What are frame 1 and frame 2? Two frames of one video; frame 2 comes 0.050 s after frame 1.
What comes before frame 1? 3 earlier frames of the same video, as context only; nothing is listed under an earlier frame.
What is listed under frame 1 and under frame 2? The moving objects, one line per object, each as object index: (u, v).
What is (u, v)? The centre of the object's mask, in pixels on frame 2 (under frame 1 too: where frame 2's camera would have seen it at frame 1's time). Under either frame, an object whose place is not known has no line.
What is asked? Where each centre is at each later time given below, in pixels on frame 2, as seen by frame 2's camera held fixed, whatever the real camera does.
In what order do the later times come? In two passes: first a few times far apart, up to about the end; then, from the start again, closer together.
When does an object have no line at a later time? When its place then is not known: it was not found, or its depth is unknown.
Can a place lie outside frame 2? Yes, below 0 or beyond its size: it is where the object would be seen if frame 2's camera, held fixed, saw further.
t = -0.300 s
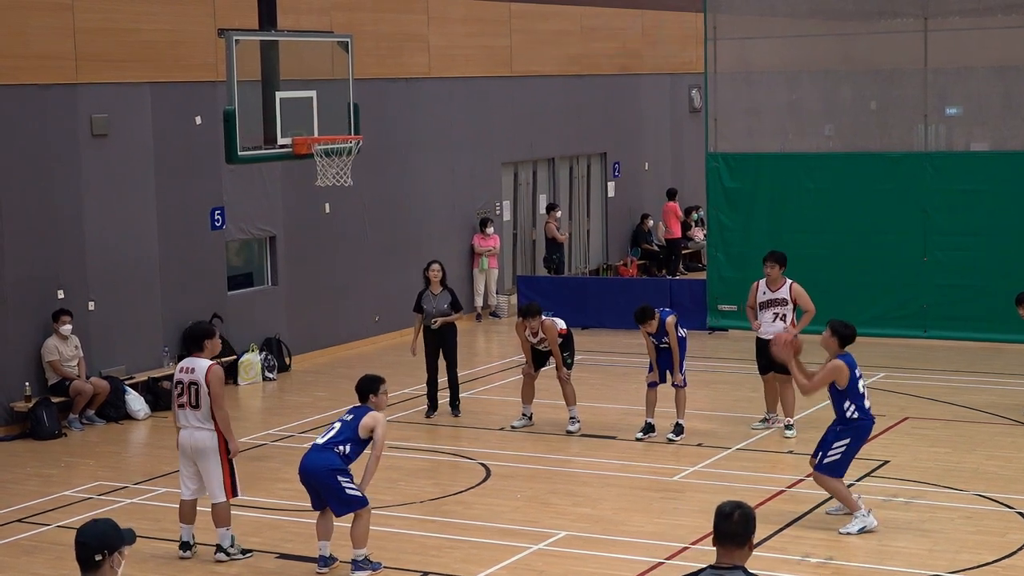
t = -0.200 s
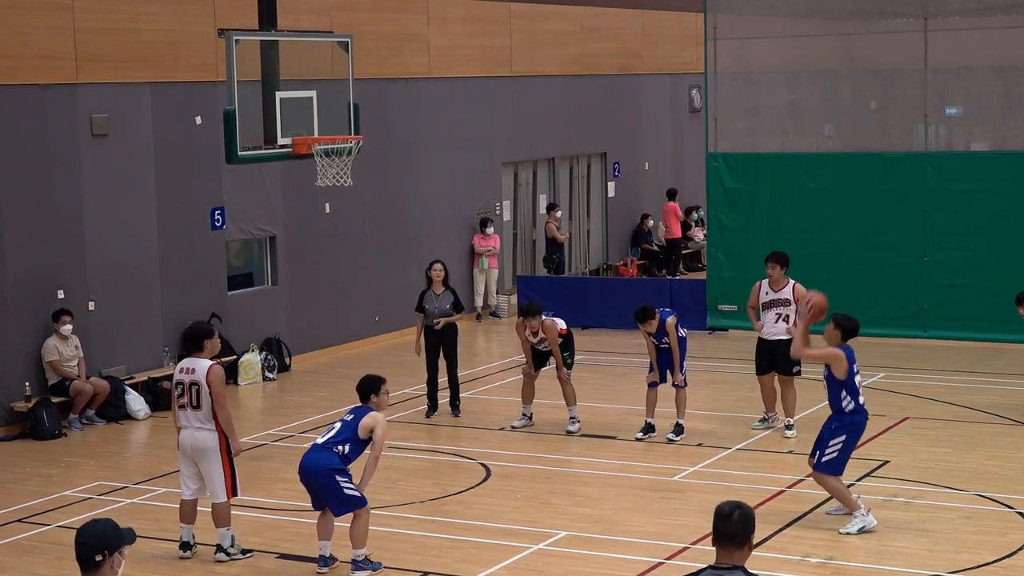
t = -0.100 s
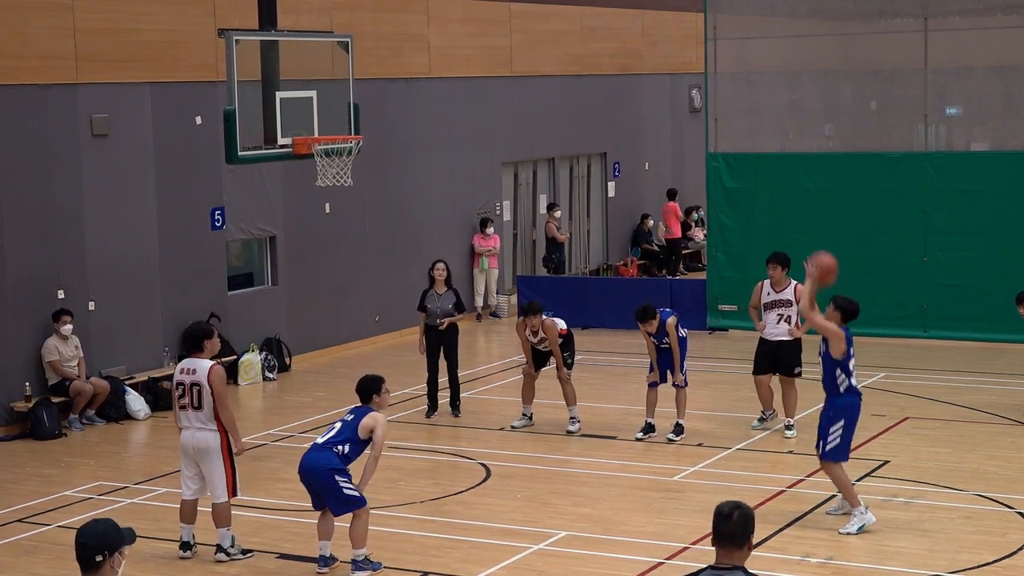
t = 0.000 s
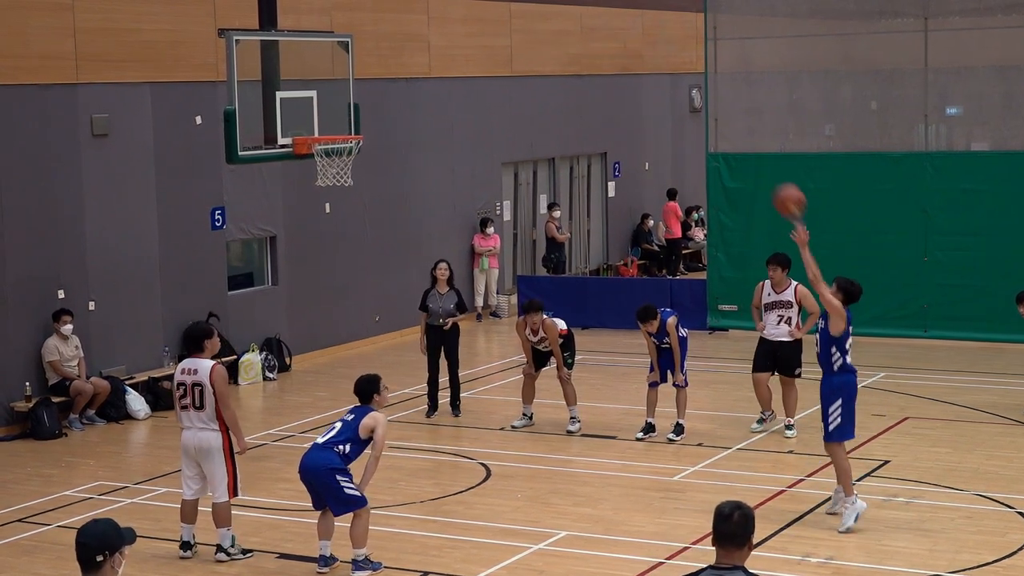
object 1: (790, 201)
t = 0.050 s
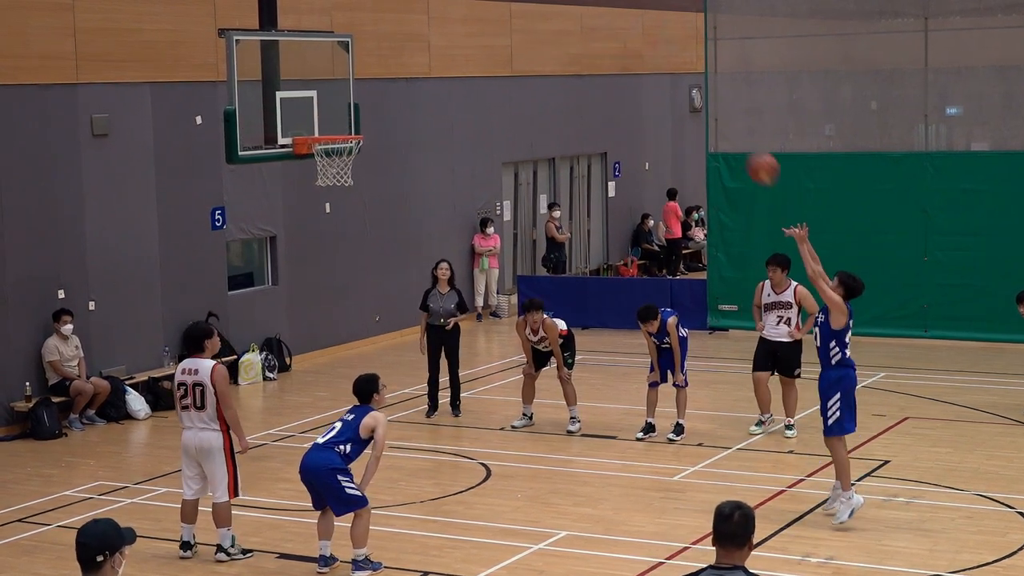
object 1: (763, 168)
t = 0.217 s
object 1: (675, 83)
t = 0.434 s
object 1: (570, 27)
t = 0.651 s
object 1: (473, 26)
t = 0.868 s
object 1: (383, 81)
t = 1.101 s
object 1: (325, 153)
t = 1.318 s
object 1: (353, 176)
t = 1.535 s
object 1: (374, 225)
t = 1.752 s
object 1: (397, 326)
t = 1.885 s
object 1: (412, 412)
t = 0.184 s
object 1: (692, 96)
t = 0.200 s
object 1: (682, 88)
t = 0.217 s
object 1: (675, 83)
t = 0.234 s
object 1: (667, 76)
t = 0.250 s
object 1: (658, 70)
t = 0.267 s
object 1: (649, 64)
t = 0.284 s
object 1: (641, 59)
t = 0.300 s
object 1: (633, 54)
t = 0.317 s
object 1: (625, 49)
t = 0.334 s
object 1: (617, 45)
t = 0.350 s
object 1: (608, 41)
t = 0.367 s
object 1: (601, 37)
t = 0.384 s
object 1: (593, 34)
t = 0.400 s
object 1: (585, 31)
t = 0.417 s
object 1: (577, 28)
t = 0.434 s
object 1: (570, 27)
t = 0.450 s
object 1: (562, 25)
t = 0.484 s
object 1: (546, 22)
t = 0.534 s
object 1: (524, 19)
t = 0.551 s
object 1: (517, 20)
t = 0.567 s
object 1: (510, 20)
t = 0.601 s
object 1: (494, 22)
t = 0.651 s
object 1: (473, 26)
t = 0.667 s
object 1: (466, 28)
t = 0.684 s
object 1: (459, 31)
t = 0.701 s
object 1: (452, 34)
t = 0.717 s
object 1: (445, 38)
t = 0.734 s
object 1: (438, 41)
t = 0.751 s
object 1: (431, 45)
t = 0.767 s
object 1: (424, 48)
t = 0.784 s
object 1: (418, 52)
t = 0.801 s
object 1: (410, 59)
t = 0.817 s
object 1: (403, 63)
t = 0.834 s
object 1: (397, 69)
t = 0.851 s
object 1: (391, 75)
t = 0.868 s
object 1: (383, 81)
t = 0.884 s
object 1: (378, 87)
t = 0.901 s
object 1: (372, 92)
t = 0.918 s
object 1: (365, 98)
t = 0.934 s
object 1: (359, 105)
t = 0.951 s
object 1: (353, 113)
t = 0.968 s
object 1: (346, 120)
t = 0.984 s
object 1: (340, 126)
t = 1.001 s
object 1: (335, 129)
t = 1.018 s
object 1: (333, 131)
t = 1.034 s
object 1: (330, 132)
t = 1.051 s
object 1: (328, 142)
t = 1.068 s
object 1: (327, 149)
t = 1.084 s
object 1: (323, 154)
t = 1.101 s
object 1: (325, 153)
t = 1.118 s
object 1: (326, 155)
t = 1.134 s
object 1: (327, 154)
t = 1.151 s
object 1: (328, 156)
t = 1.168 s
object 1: (329, 155)
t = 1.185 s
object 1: (332, 158)
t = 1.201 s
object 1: (335, 155)
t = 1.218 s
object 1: (339, 163)
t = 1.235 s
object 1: (339, 164)
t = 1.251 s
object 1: (343, 164)
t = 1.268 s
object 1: (342, 165)
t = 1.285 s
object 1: (350, 175)
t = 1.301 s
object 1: (351, 176)
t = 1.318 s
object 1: (353, 176)
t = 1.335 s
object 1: (354, 178)
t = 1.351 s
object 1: (355, 179)
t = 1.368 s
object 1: (357, 181)
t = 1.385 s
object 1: (358, 184)
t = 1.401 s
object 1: (360, 186)
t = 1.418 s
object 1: (362, 190)
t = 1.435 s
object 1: (364, 194)
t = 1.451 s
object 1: (365, 198)
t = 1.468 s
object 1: (367, 203)
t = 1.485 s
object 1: (369, 207)
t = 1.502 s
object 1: (370, 213)
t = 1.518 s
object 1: (372, 219)
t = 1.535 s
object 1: (374, 225)
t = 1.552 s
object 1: (376, 231)
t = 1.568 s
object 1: (378, 238)
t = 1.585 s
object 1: (380, 244)
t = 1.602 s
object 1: (381, 251)
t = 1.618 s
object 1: (383, 258)
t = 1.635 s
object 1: (385, 266)
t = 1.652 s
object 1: (387, 274)
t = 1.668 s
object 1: (389, 282)
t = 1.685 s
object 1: (391, 291)
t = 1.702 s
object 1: (392, 299)
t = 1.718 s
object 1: (394, 307)
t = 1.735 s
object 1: (395, 317)
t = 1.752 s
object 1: (397, 326)
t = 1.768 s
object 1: (399, 337)
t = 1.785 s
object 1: (399, 348)
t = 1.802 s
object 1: (402, 358)
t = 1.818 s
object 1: (405, 369)
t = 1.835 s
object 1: (406, 379)
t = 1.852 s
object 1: (408, 390)
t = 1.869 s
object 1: (410, 402)
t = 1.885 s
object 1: (412, 412)
